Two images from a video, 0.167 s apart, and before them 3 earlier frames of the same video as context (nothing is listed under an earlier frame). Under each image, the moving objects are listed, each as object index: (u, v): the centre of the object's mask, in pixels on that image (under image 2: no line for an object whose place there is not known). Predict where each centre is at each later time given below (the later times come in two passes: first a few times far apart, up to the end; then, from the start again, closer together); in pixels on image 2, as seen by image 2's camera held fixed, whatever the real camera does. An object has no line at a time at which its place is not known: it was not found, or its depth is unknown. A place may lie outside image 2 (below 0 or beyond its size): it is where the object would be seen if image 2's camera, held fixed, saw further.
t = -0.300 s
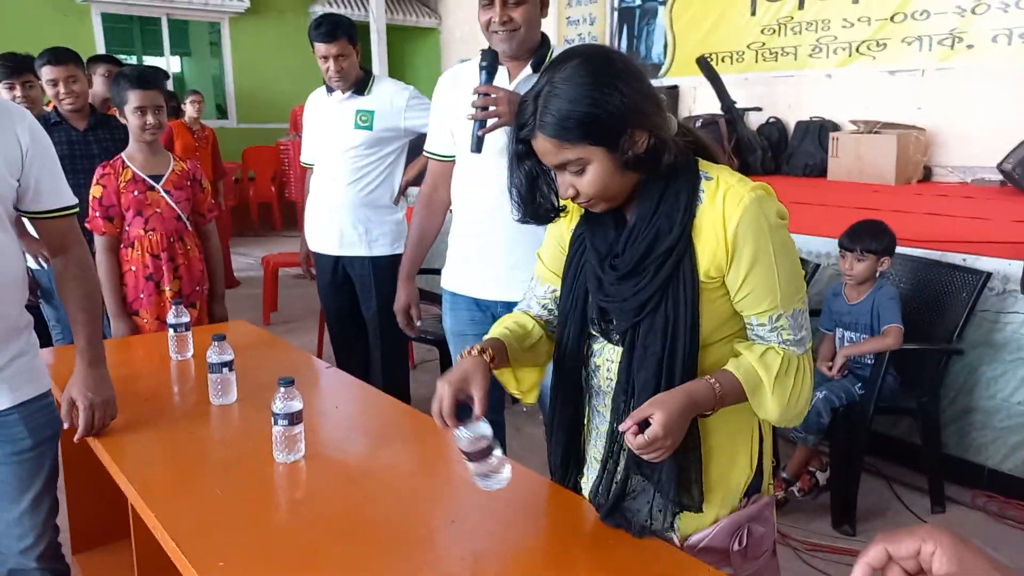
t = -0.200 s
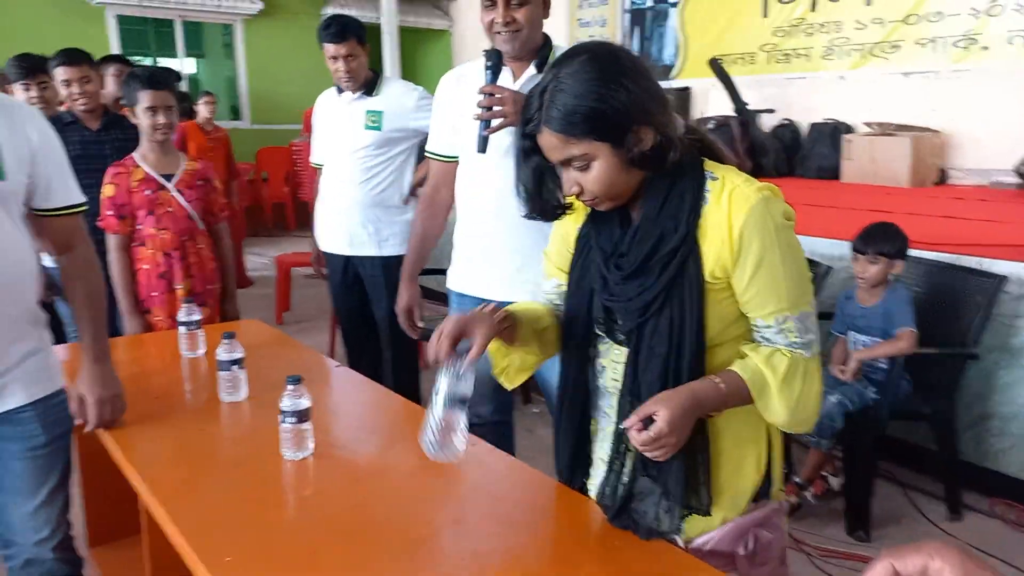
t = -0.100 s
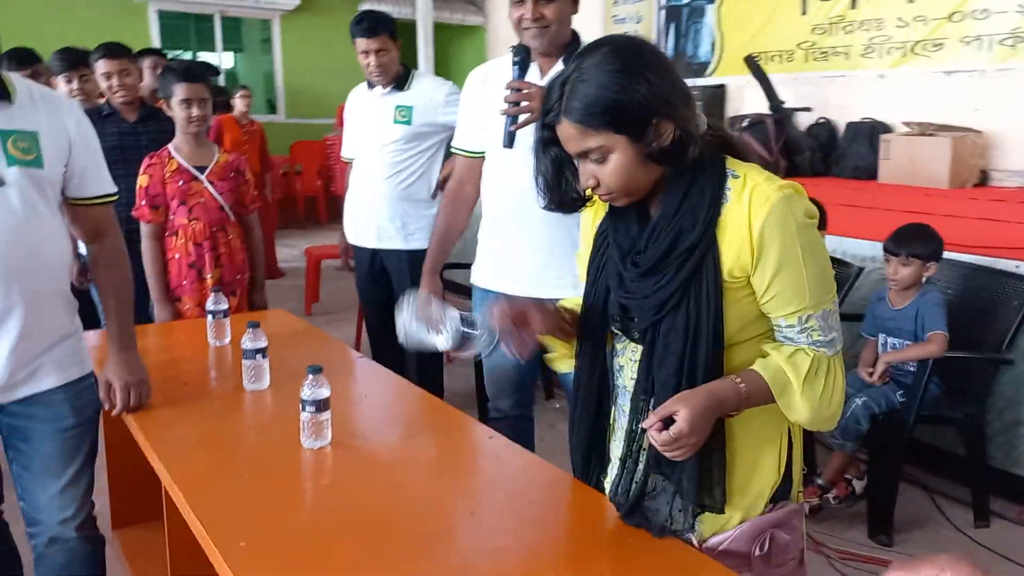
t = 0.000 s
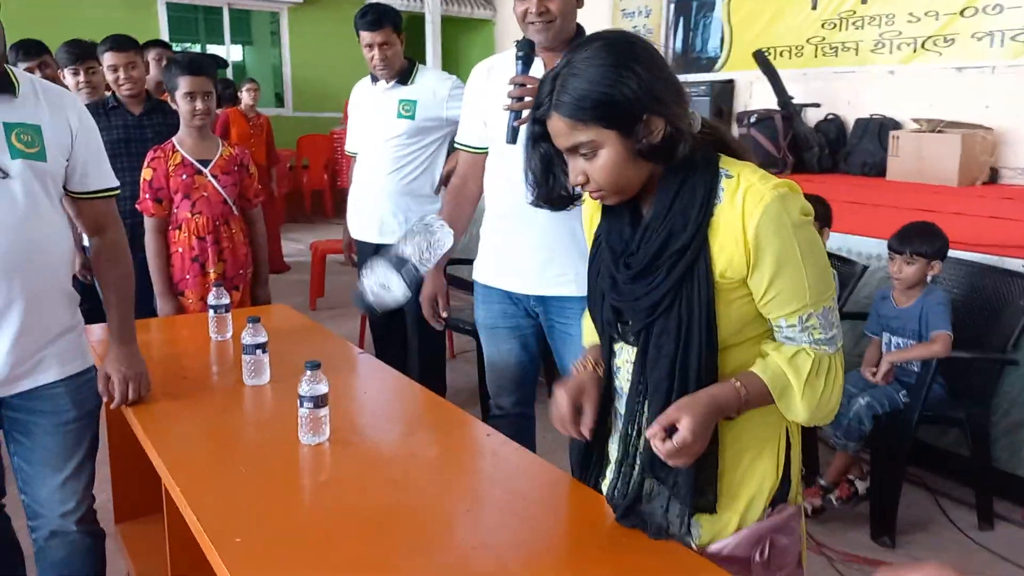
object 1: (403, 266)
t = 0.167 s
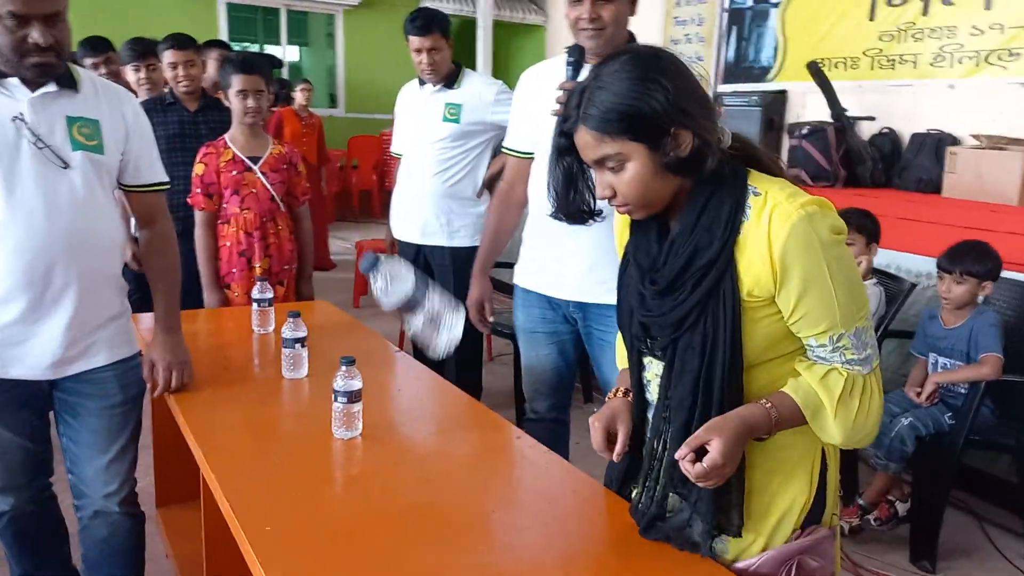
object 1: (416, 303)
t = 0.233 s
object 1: (404, 383)
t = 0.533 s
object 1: (431, 555)
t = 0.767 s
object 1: (439, 562)
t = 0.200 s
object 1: (410, 336)
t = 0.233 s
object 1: (404, 383)
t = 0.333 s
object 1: (396, 526)
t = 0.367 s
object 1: (409, 533)
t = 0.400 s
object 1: (414, 544)
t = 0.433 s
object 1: (418, 553)
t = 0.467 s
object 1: (426, 553)
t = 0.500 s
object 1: (430, 554)
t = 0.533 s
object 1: (431, 555)
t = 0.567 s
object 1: (433, 556)
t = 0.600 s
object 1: (436, 557)
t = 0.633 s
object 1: (438, 559)
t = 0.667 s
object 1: (439, 560)
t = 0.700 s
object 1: (438, 561)
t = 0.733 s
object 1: (438, 561)
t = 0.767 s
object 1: (439, 562)
